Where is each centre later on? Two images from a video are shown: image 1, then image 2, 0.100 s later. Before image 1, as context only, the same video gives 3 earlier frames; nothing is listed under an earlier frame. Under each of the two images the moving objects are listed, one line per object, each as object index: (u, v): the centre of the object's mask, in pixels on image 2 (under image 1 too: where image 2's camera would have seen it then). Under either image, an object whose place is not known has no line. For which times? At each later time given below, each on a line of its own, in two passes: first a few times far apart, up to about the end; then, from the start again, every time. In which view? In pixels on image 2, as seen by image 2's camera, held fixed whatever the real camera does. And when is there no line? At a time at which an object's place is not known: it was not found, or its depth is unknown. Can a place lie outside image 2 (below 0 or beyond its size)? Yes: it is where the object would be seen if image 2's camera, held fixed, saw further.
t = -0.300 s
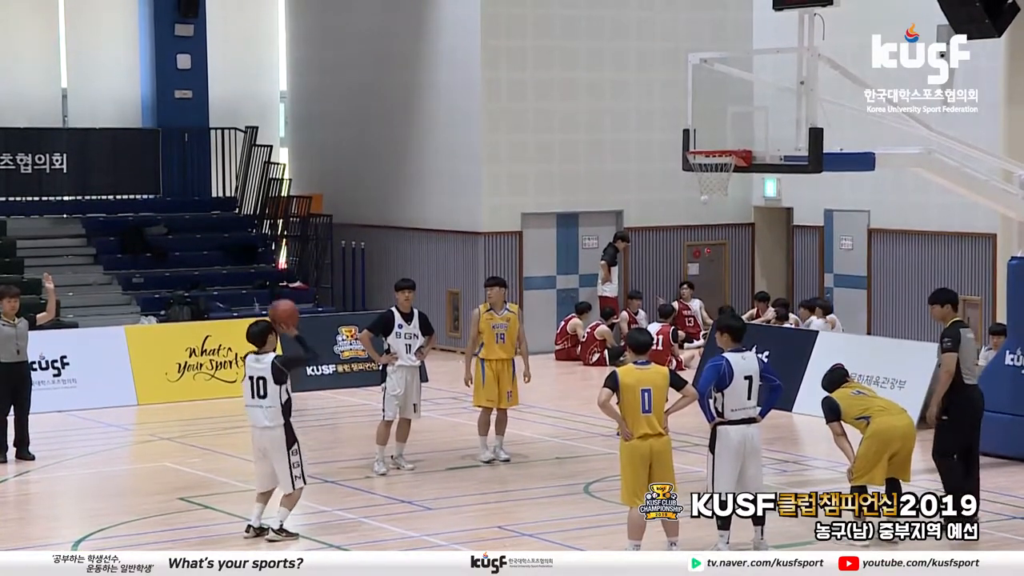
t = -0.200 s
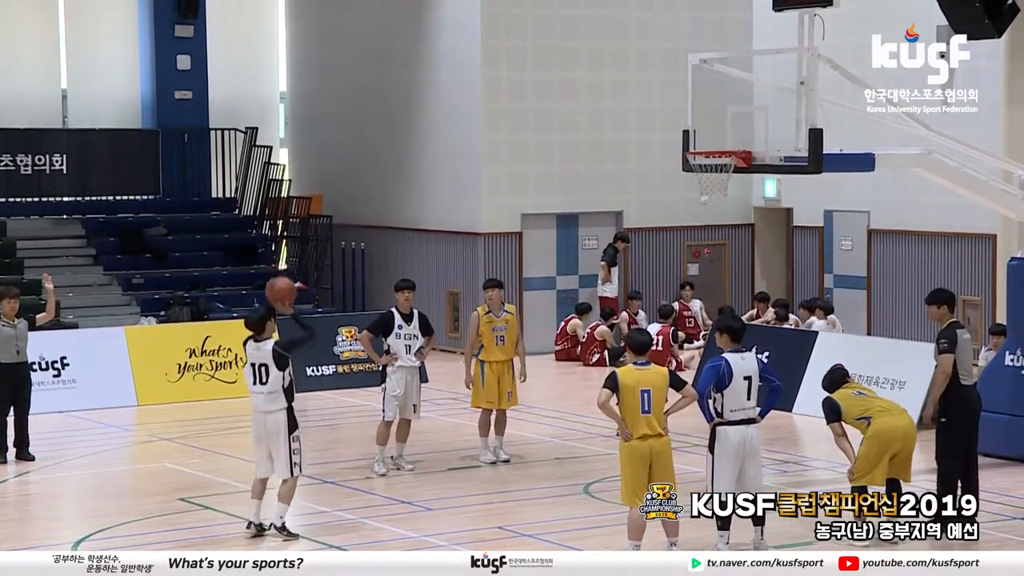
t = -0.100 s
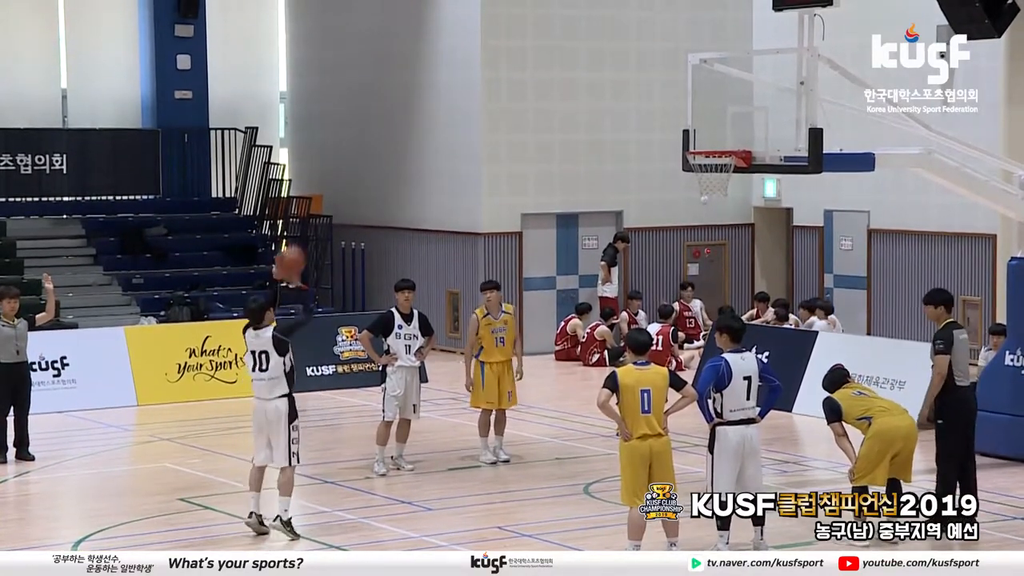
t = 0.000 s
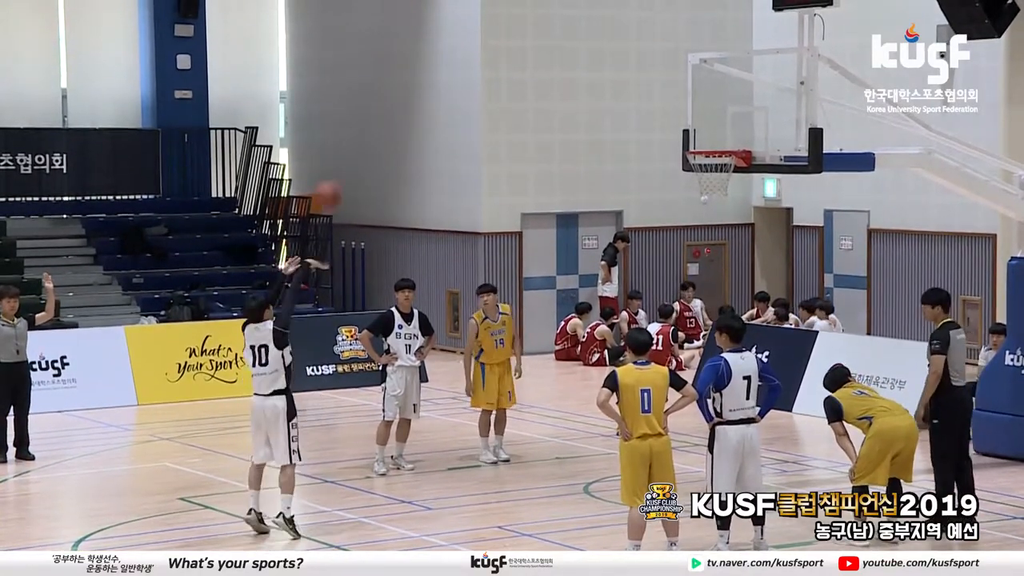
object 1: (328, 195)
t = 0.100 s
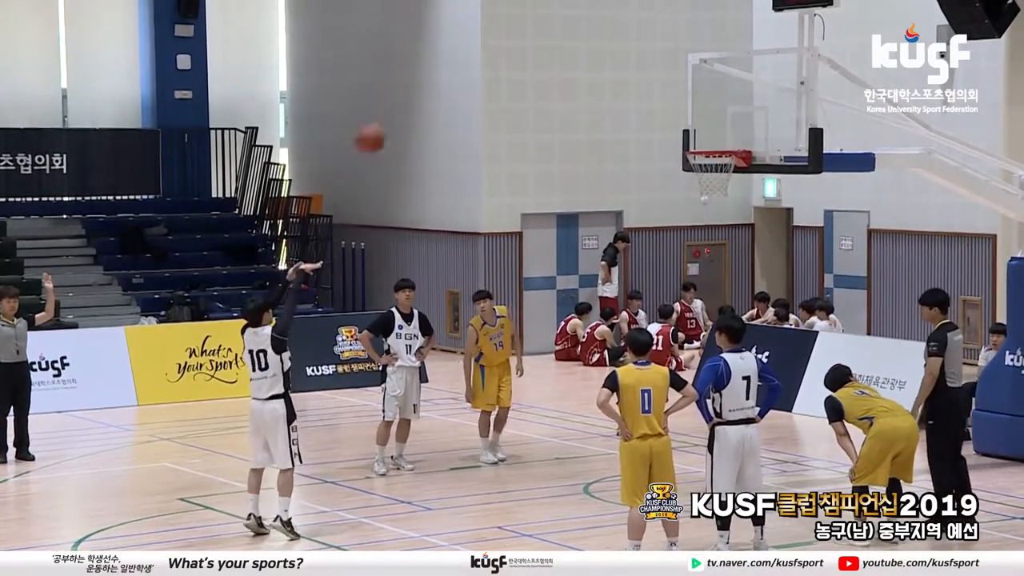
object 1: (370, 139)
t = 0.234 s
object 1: (426, 82)
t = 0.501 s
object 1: (534, 27)
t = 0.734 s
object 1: (624, 44)
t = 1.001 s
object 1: (723, 136)
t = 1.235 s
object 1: (643, 130)
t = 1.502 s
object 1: (554, 171)
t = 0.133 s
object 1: (384, 122)
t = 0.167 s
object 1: (398, 107)
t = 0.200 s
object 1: (412, 94)
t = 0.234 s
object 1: (426, 82)
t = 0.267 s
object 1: (440, 70)
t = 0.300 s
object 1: (453, 59)
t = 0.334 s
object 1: (467, 51)
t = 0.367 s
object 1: (481, 43)
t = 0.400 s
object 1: (494, 38)
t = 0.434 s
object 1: (507, 33)
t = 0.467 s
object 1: (521, 29)
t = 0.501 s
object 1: (534, 27)
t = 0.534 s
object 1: (547, 26)
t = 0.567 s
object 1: (560, 26)
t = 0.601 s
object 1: (573, 27)
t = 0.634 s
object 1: (586, 29)
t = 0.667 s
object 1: (599, 33)
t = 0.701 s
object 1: (612, 38)
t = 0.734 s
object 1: (624, 44)
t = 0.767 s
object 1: (637, 52)
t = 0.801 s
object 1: (649, 61)
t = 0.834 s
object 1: (662, 70)
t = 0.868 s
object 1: (674, 81)
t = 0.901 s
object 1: (686, 93)
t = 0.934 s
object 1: (699, 107)
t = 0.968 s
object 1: (711, 121)
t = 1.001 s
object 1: (723, 136)
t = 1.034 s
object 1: (722, 142)
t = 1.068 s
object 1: (705, 140)
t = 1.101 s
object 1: (689, 138)
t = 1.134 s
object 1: (677, 134)
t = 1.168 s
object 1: (666, 131)
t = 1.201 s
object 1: (655, 130)
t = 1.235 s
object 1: (643, 130)
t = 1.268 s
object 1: (632, 131)
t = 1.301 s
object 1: (620, 133)
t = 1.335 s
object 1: (609, 136)
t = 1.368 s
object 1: (598, 141)
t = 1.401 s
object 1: (587, 147)
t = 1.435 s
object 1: (576, 153)
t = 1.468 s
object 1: (565, 161)
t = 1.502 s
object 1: (554, 171)
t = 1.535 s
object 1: (544, 181)
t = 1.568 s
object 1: (533, 192)
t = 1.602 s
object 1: (523, 205)
